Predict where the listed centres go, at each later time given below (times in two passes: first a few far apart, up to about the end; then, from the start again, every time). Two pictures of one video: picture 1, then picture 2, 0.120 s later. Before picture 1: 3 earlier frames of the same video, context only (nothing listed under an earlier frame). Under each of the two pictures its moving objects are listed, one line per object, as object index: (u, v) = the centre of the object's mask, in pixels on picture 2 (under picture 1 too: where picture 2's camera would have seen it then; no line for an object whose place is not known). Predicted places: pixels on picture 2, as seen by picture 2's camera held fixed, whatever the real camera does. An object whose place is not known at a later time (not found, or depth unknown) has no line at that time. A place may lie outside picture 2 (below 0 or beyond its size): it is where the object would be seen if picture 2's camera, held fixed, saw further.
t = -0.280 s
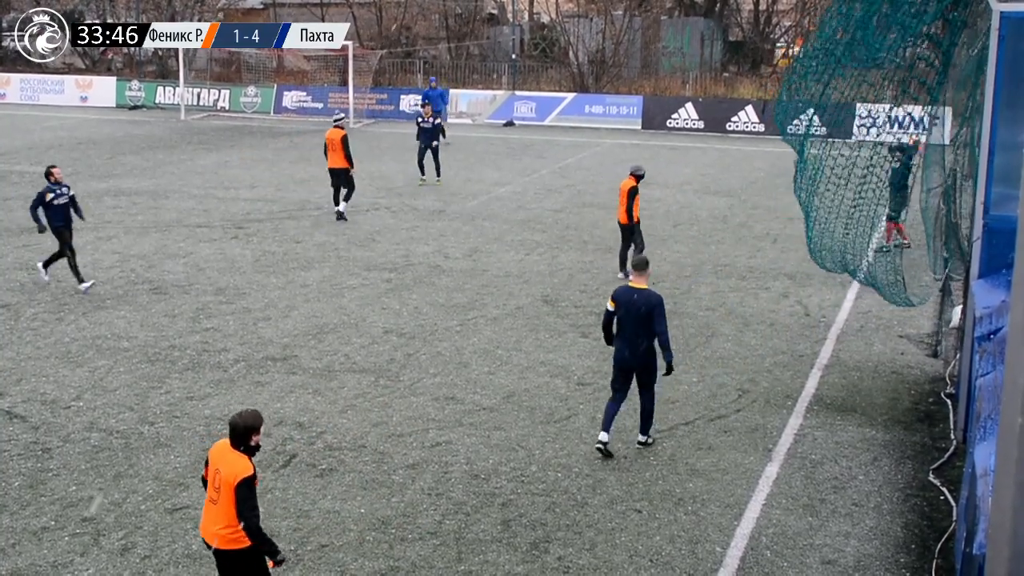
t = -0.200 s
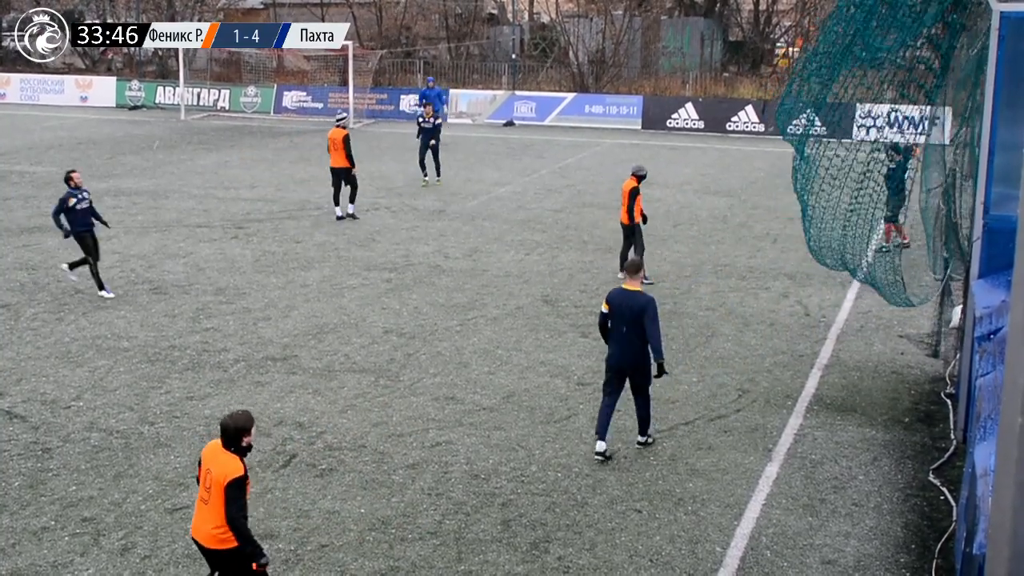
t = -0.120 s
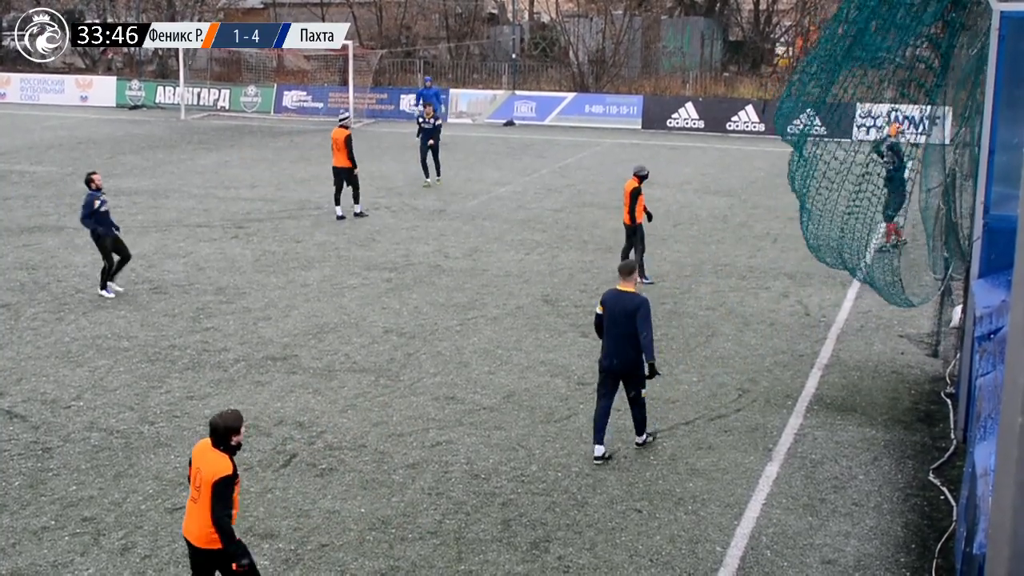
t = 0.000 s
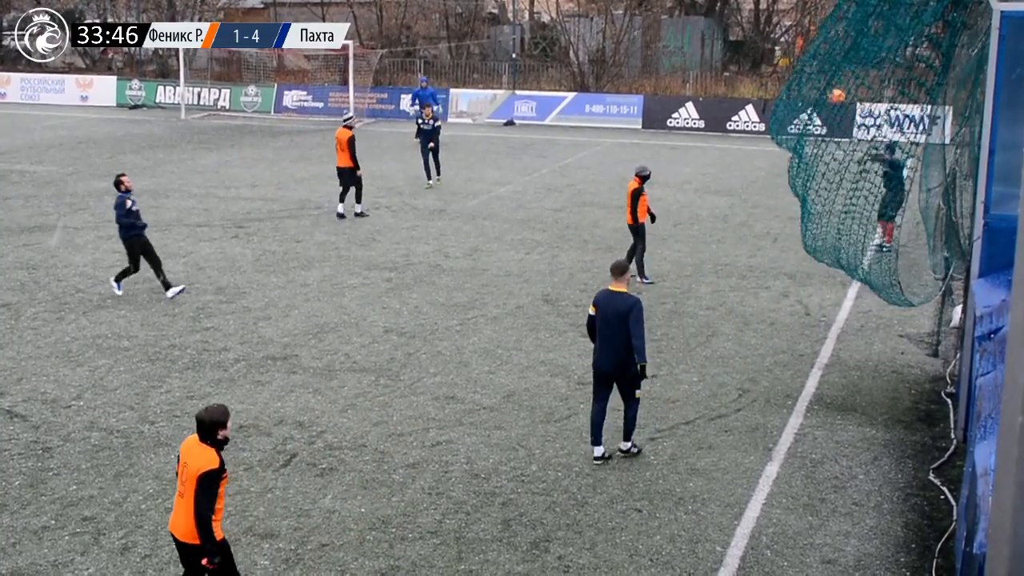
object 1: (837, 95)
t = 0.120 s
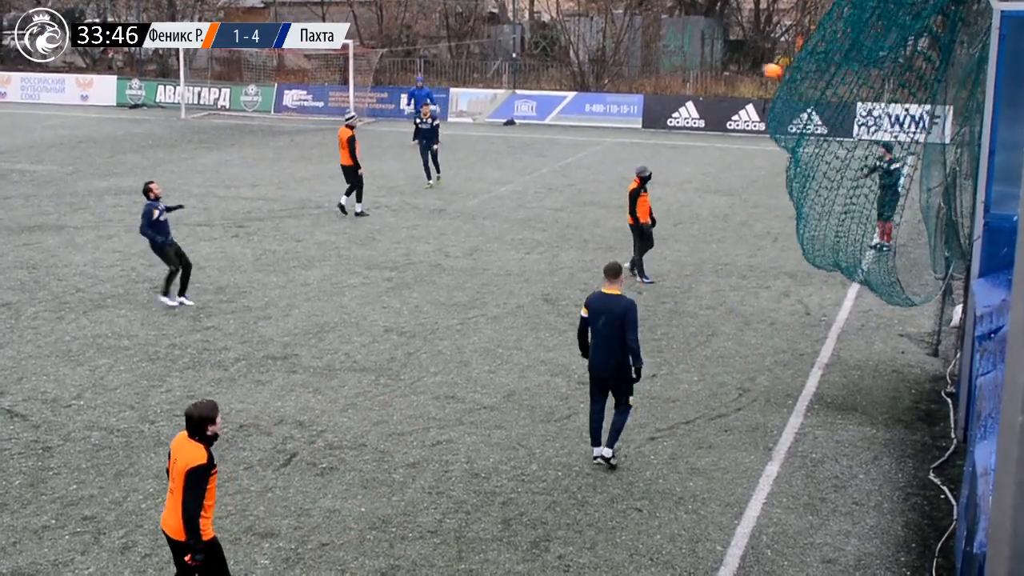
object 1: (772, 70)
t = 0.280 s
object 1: (681, 51)
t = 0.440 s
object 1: (590, 47)
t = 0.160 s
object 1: (750, 64)
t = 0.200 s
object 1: (727, 59)
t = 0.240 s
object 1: (705, 55)
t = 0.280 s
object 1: (681, 51)
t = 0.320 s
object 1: (658, 48)
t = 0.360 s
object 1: (635, 46)
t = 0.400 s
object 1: (612, 47)
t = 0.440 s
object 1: (590, 47)
